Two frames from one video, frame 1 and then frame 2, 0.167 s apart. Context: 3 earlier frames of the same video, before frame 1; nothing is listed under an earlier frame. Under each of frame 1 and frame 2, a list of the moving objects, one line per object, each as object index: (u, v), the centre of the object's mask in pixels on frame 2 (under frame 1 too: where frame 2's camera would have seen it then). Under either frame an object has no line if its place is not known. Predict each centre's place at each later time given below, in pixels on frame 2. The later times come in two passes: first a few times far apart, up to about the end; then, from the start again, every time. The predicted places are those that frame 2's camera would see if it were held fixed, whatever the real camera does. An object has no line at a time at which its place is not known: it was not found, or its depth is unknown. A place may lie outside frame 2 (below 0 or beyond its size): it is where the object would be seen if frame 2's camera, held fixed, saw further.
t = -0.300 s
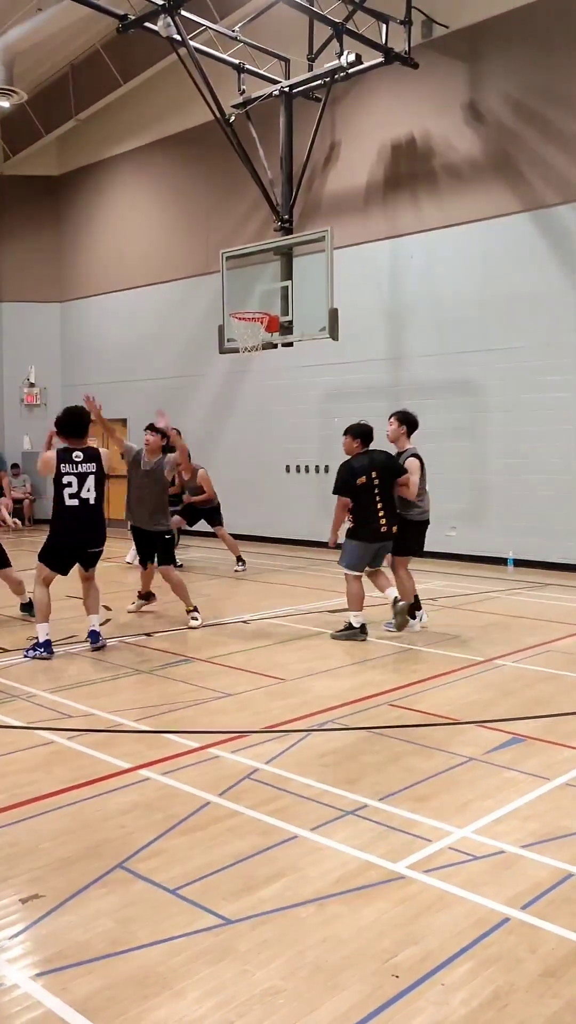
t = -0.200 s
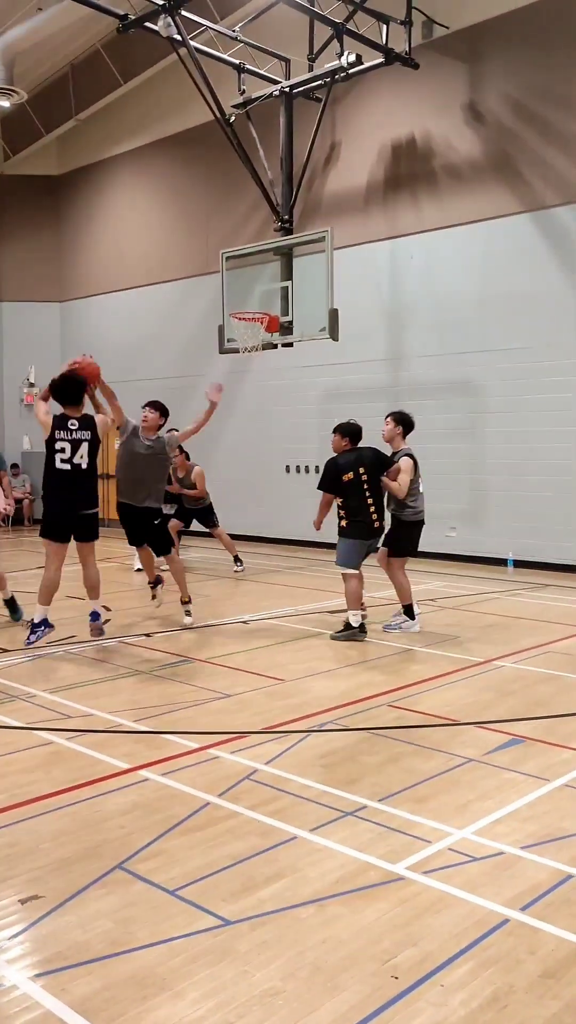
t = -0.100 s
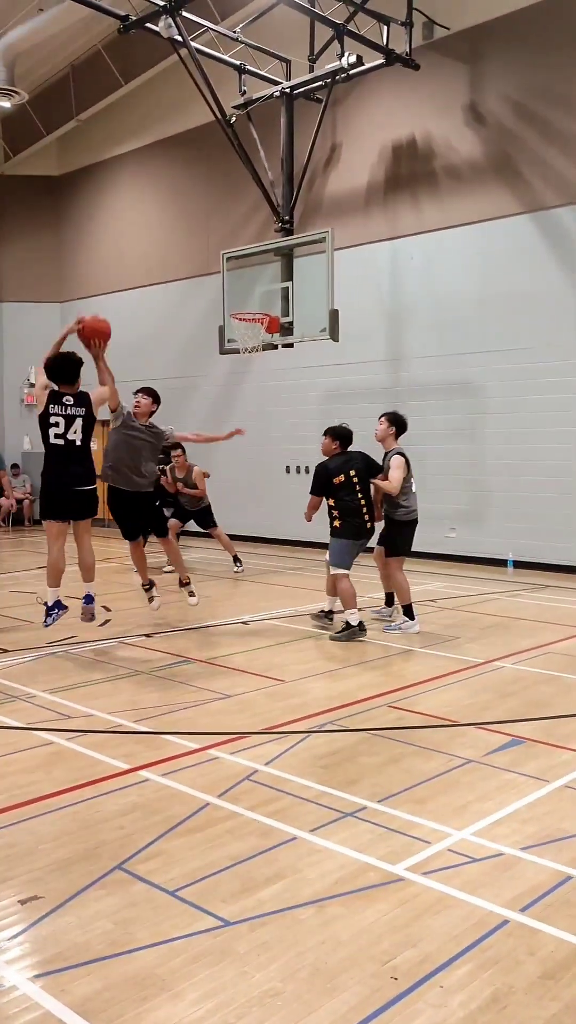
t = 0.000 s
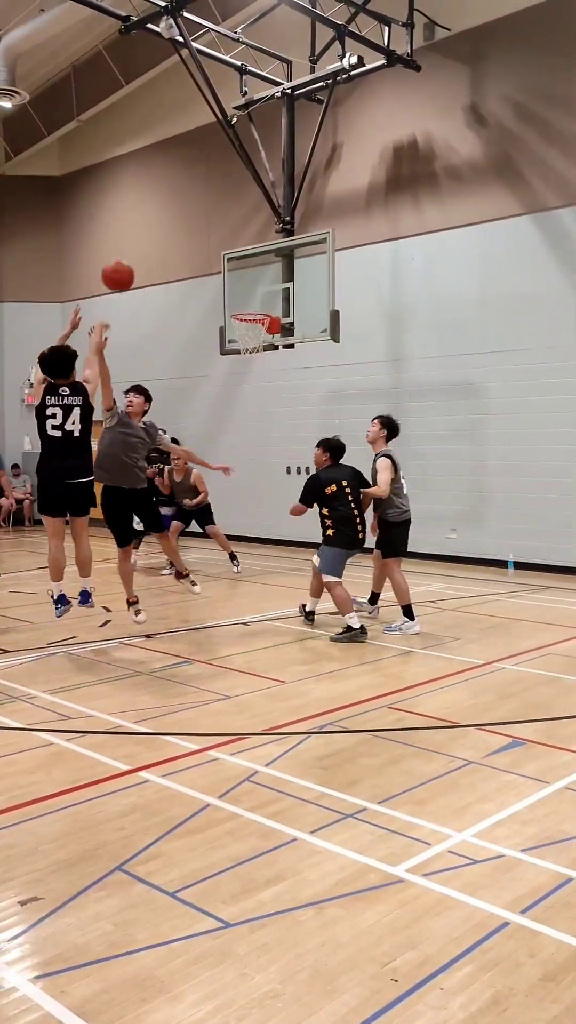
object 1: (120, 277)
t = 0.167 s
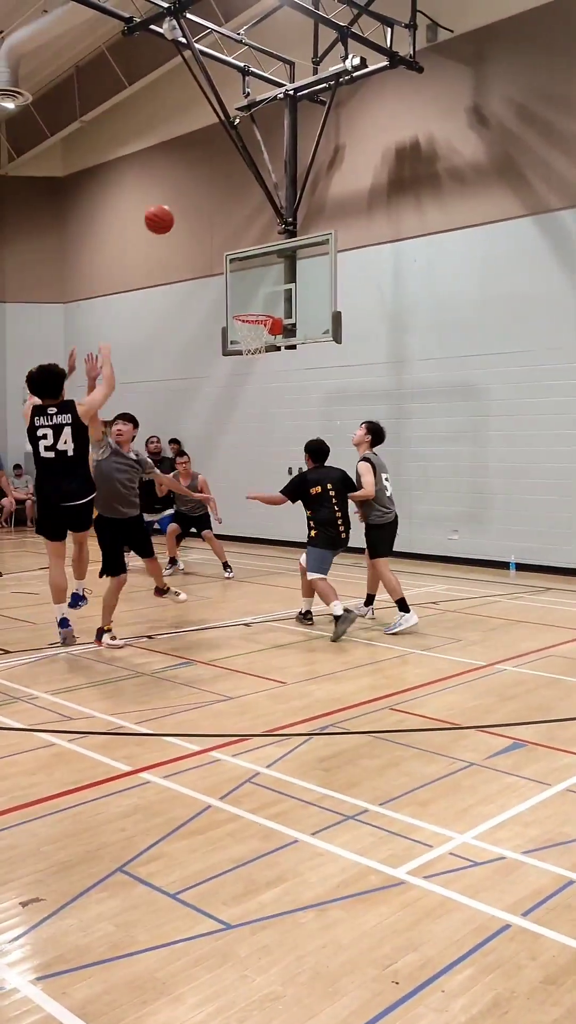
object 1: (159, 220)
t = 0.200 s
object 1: (166, 213)
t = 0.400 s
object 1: (203, 205)
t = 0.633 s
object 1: (236, 243)
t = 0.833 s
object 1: (259, 306)
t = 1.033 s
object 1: (283, 262)
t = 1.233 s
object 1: (308, 252)
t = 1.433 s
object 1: (334, 277)
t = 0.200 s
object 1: (166, 213)
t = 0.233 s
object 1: (173, 208)
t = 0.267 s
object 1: (179, 205)
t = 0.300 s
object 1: (185, 203)
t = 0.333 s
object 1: (191, 202)
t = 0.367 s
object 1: (197, 203)
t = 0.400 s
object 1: (203, 205)
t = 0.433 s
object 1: (208, 207)
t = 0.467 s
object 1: (213, 211)
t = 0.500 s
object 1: (218, 216)
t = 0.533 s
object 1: (223, 221)
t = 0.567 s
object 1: (227, 227)
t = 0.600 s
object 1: (232, 235)
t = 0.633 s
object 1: (236, 243)
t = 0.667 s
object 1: (241, 252)
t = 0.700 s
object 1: (245, 262)
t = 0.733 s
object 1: (249, 272)
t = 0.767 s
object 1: (252, 283)
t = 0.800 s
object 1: (256, 295)
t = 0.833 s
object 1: (259, 306)
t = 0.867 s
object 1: (263, 298)
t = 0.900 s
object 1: (267, 289)
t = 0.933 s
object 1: (271, 281)
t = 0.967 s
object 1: (275, 274)
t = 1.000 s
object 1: (279, 268)
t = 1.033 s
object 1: (283, 262)
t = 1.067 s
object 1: (287, 258)
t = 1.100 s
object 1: (291, 255)
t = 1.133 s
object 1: (295, 253)
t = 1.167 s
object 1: (300, 252)
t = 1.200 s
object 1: (304, 251)
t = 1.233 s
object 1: (308, 252)
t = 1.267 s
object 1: (313, 253)
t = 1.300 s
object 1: (316, 256)
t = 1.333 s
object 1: (321, 260)
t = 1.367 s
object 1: (325, 264)
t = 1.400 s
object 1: (329, 271)
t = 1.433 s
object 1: (334, 277)
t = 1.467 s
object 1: (337, 285)
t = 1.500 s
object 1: (342, 294)
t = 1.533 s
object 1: (346, 304)
